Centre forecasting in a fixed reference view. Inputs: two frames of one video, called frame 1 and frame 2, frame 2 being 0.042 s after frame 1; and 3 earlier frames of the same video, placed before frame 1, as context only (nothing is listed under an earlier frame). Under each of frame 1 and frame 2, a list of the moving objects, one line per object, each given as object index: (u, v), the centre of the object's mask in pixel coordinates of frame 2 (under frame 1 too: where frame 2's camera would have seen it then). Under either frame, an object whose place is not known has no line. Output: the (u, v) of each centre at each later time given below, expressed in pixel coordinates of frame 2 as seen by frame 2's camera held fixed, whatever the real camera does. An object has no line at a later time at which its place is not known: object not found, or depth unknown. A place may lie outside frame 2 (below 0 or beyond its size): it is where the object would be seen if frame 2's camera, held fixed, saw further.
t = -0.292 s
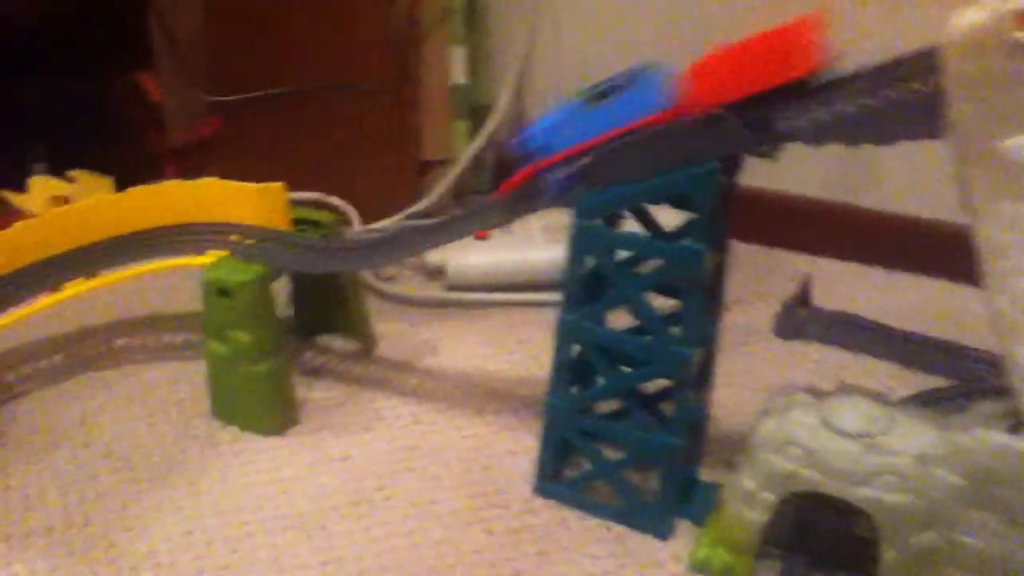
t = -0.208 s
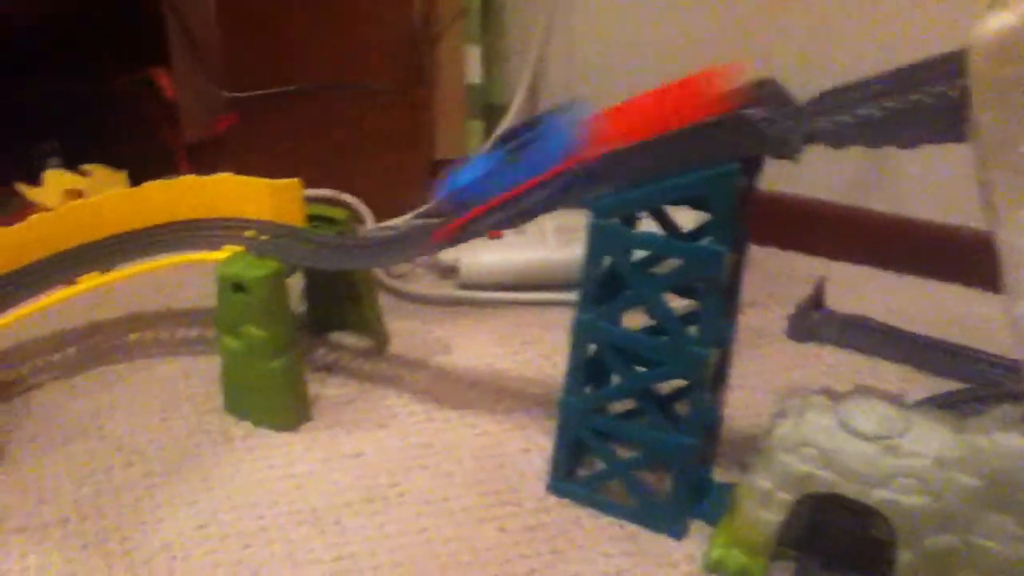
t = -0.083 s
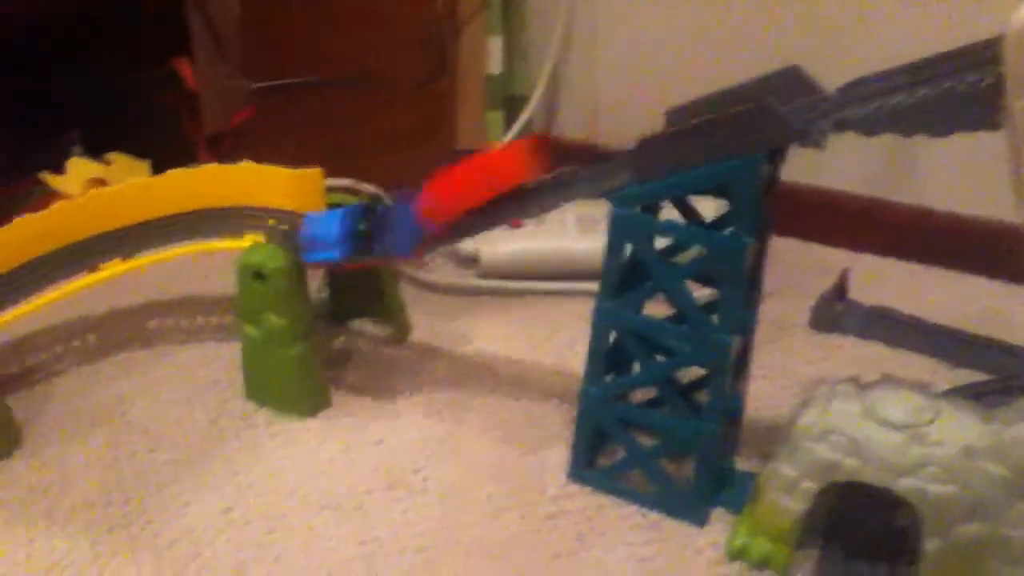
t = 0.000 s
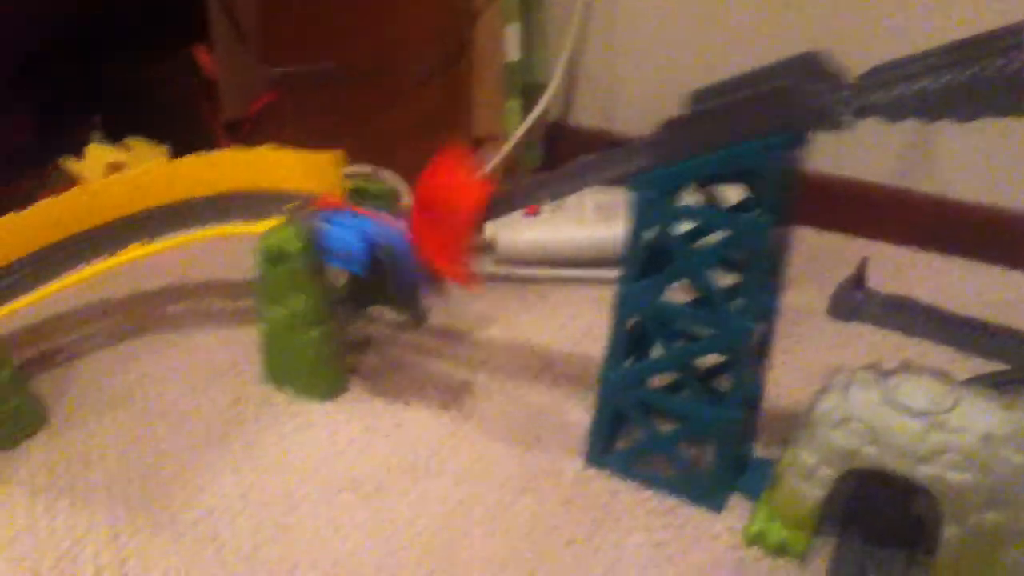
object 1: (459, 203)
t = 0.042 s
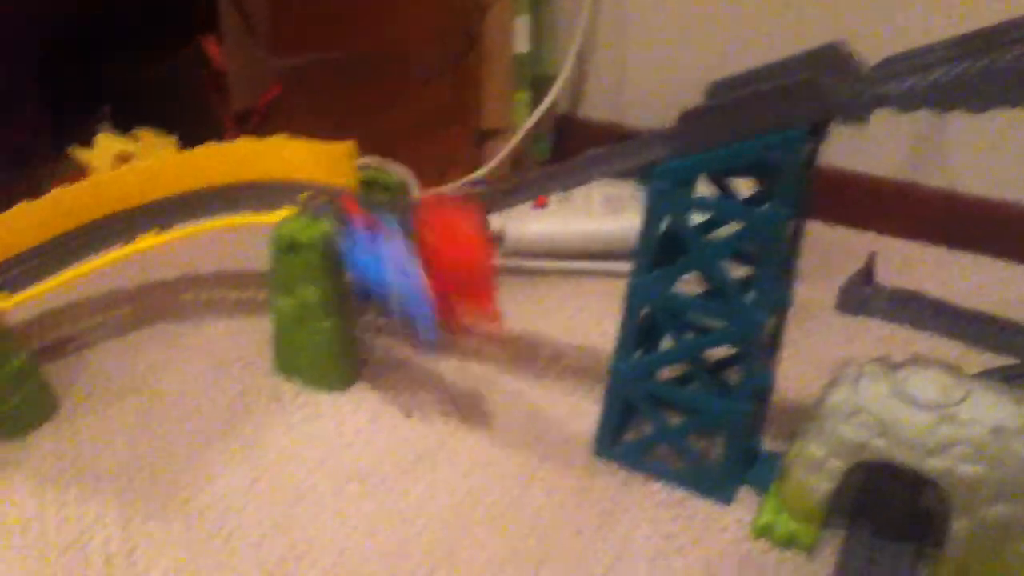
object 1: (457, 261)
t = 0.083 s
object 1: (476, 353)
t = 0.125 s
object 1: (493, 430)
